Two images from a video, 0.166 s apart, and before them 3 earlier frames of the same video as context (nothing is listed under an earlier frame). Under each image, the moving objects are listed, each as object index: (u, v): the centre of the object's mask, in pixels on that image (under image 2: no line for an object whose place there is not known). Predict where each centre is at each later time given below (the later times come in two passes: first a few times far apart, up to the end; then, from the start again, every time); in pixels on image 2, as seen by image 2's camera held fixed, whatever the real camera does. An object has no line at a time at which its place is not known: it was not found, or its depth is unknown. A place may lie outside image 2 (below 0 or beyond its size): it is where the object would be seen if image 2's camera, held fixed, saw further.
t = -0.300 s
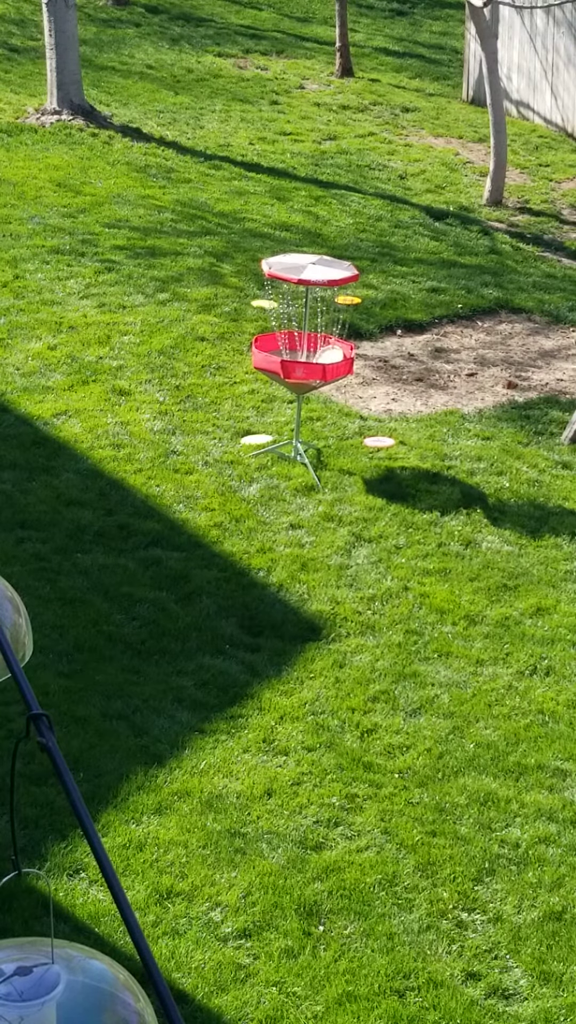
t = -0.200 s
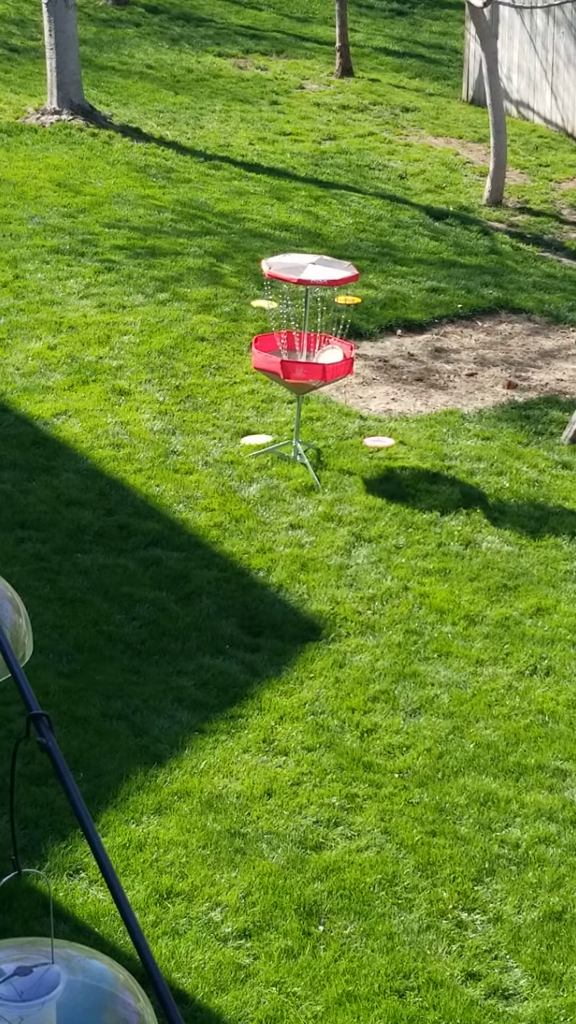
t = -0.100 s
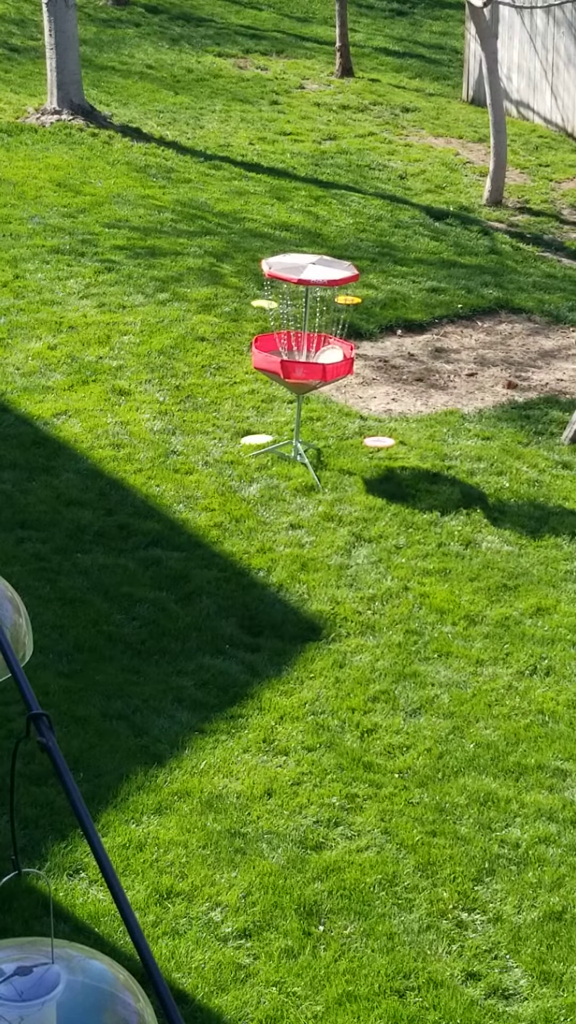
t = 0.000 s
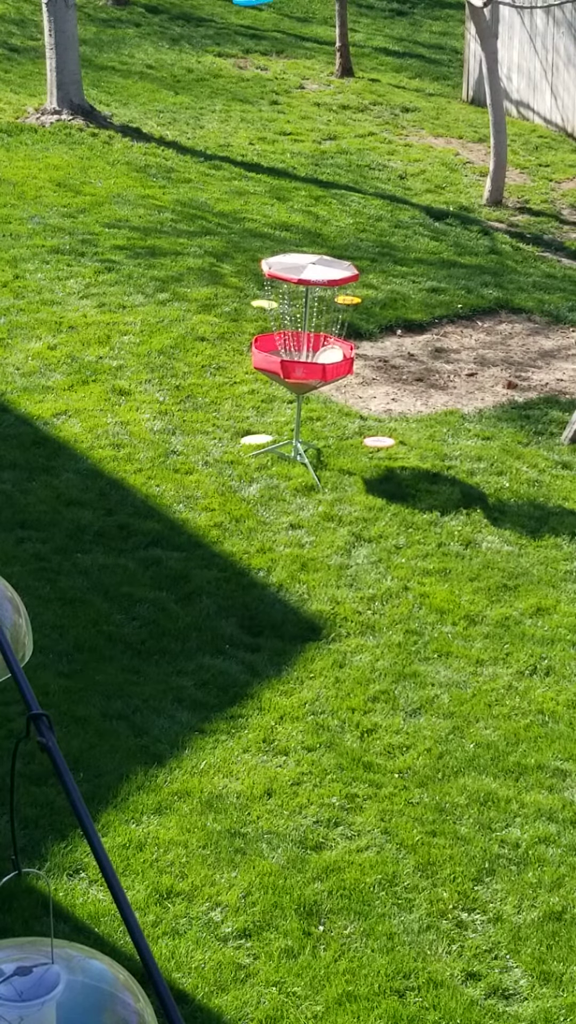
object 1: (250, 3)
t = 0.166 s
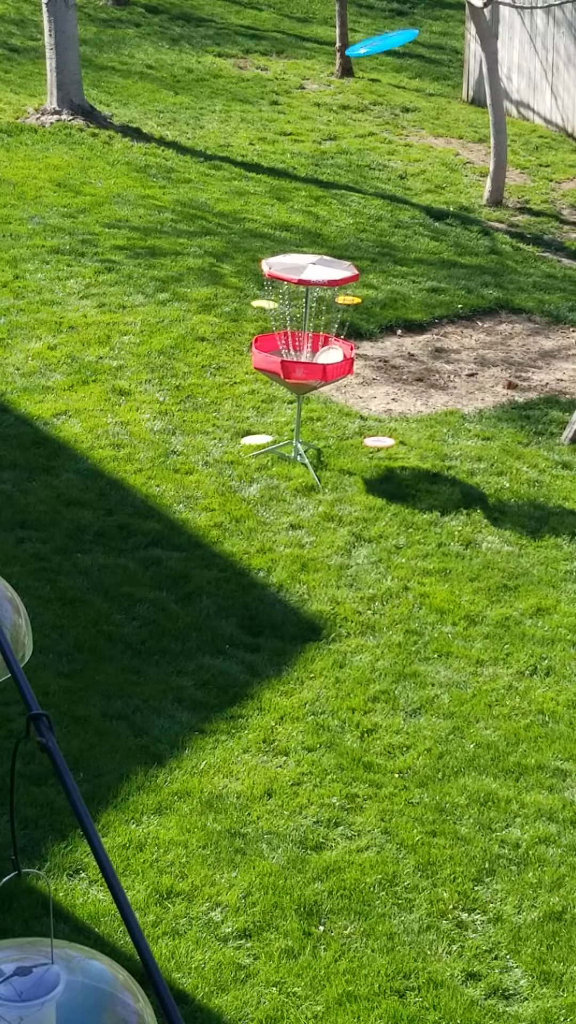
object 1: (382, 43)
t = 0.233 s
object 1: (405, 63)
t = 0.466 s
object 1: (435, 128)
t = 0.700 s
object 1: (412, 191)
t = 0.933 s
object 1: (359, 257)
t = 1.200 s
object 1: (398, 238)
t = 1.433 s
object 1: (462, 274)
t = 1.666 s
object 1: (529, 363)
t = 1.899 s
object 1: (515, 356)
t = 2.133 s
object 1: (473, 351)
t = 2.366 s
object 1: (449, 347)
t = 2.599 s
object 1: (447, 347)
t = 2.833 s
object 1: (447, 347)
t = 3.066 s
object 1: (447, 347)
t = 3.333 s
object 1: (446, 347)
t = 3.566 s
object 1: (446, 347)
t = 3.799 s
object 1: (446, 347)
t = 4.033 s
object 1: (447, 347)
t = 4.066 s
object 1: (447, 347)
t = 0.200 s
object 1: (394, 53)
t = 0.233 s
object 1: (405, 63)
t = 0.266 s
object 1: (413, 73)
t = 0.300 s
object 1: (420, 82)
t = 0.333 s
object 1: (425, 92)
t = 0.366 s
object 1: (430, 101)
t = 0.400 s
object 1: (433, 110)
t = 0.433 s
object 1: (434, 119)
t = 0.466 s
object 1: (435, 128)
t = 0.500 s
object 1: (434, 137)
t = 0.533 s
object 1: (432, 146)
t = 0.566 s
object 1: (430, 155)
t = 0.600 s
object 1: (426, 164)
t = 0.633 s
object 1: (422, 173)
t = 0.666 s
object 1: (417, 182)
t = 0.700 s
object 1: (412, 191)
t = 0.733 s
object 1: (406, 200)
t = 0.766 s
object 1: (399, 209)
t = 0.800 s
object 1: (392, 218)
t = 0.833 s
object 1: (385, 228)
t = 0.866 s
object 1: (376, 238)
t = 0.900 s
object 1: (367, 248)
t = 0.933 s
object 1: (359, 257)
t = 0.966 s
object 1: (349, 268)
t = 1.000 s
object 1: (343, 266)
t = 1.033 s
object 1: (351, 258)
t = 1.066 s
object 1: (361, 250)
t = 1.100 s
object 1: (371, 244)
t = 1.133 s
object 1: (379, 241)
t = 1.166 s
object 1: (389, 239)
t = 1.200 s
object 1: (398, 238)
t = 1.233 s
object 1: (408, 239)
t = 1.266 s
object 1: (416, 241)
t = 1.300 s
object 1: (426, 245)
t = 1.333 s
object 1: (435, 251)
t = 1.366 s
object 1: (444, 258)
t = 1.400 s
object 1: (453, 265)
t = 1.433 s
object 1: (462, 274)
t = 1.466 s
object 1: (470, 285)
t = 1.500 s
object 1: (481, 295)
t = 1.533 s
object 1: (490, 307)
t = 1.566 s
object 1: (499, 319)
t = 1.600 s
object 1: (509, 333)
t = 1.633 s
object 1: (519, 348)
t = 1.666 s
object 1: (529, 363)
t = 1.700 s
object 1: (537, 375)
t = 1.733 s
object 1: (541, 381)
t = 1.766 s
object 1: (538, 377)
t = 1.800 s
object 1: (531, 369)
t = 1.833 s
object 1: (526, 364)
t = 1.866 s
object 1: (519, 358)
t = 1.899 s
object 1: (515, 356)
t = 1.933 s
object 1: (507, 354)
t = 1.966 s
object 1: (500, 353)
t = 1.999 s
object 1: (494, 352)
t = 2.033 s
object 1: (490, 357)
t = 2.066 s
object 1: (483, 356)
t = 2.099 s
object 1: (478, 354)
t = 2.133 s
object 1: (473, 351)
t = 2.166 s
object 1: (467, 347)
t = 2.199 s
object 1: (463, 347)
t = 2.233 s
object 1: (459, 347)
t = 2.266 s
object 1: (454, 348)
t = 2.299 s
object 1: (451, 348)
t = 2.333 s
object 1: (450, 348)
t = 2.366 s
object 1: (449, 347)
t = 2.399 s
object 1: (447, 347)
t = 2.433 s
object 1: (447, 347)
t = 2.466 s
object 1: (447, 347)
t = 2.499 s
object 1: (447, 346)
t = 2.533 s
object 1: (447, 346)
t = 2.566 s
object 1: (447, 347)
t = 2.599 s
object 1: (447, 347)
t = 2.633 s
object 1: (447, 347)
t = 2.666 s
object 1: (447, 347)
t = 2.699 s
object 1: (447, 347)
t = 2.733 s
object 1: (447, 347)
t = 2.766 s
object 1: (447, 347)
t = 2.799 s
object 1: (446, 347)
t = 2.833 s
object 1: (447, 347)
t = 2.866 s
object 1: (447, 347)
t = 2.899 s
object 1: (447, 347)
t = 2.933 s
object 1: (446, 347)
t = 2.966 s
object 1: (447, 346)
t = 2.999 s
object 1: (447, 346)
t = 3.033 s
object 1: (447, 347)
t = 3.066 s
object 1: (447, 347)
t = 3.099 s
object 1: (447, 347)
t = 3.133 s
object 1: (447, 346)
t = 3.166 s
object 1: (447, 347)
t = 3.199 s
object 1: (447, 347)
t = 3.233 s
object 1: (447, 347)
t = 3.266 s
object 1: (447, 347)
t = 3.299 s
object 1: (446, 346)
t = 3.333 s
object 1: (446, 347)
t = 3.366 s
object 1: (447, 347)
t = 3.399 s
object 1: (447, 347)
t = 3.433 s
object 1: (447, 347)
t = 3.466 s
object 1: (447, 347)
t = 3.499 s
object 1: (446, 347)
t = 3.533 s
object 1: (446, 347)
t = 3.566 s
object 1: (446, 347)
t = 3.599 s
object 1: (446, 347)
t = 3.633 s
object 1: (446, 347)
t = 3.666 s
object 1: (446, 346)
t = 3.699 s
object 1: (447, 347)
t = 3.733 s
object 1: (446, 347)
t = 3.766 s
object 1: (446, 347)
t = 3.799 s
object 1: (446, 347)
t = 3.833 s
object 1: (447, 347)
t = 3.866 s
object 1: (447, 347)
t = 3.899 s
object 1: (447, 347)
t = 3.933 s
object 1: (447, 347)
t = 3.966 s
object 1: (447, 347)
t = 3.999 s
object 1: (447, 347)
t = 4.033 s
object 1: (447, 347)
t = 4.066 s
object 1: (447, 347)
